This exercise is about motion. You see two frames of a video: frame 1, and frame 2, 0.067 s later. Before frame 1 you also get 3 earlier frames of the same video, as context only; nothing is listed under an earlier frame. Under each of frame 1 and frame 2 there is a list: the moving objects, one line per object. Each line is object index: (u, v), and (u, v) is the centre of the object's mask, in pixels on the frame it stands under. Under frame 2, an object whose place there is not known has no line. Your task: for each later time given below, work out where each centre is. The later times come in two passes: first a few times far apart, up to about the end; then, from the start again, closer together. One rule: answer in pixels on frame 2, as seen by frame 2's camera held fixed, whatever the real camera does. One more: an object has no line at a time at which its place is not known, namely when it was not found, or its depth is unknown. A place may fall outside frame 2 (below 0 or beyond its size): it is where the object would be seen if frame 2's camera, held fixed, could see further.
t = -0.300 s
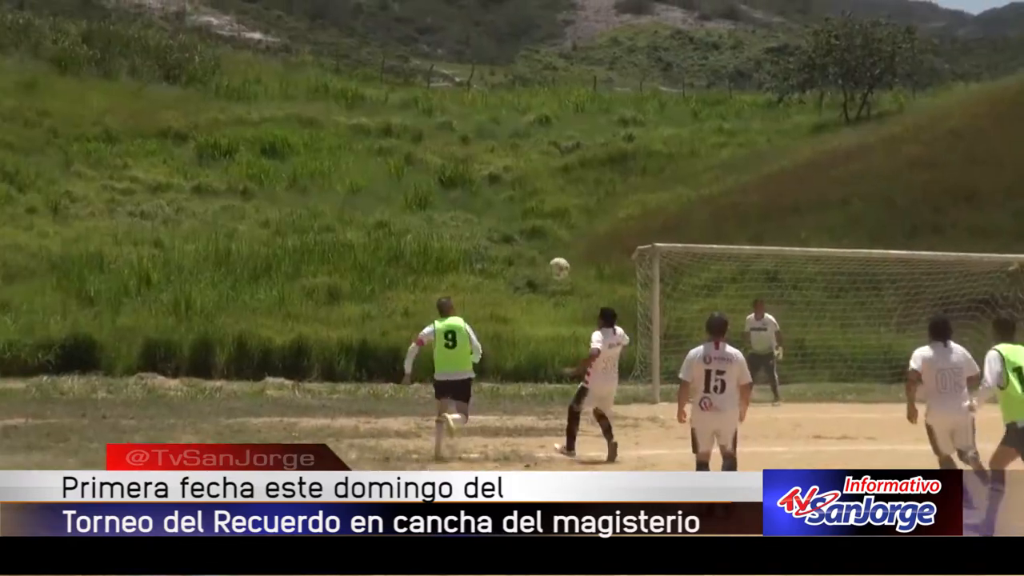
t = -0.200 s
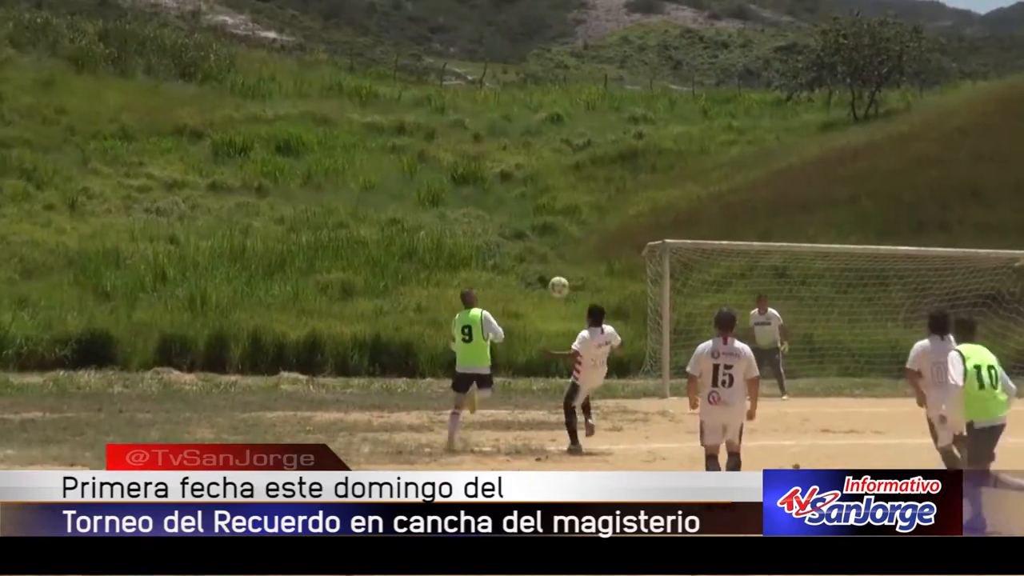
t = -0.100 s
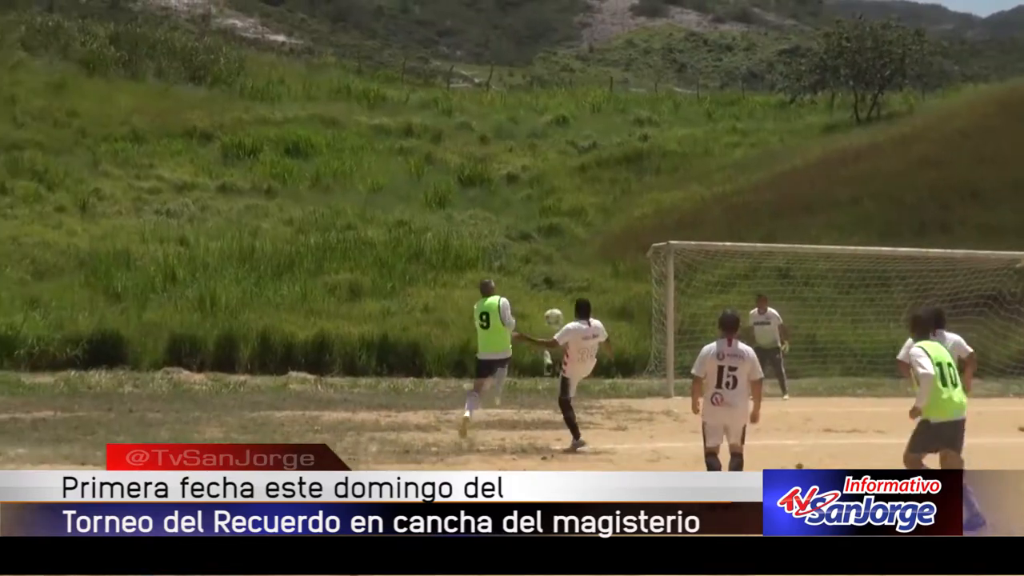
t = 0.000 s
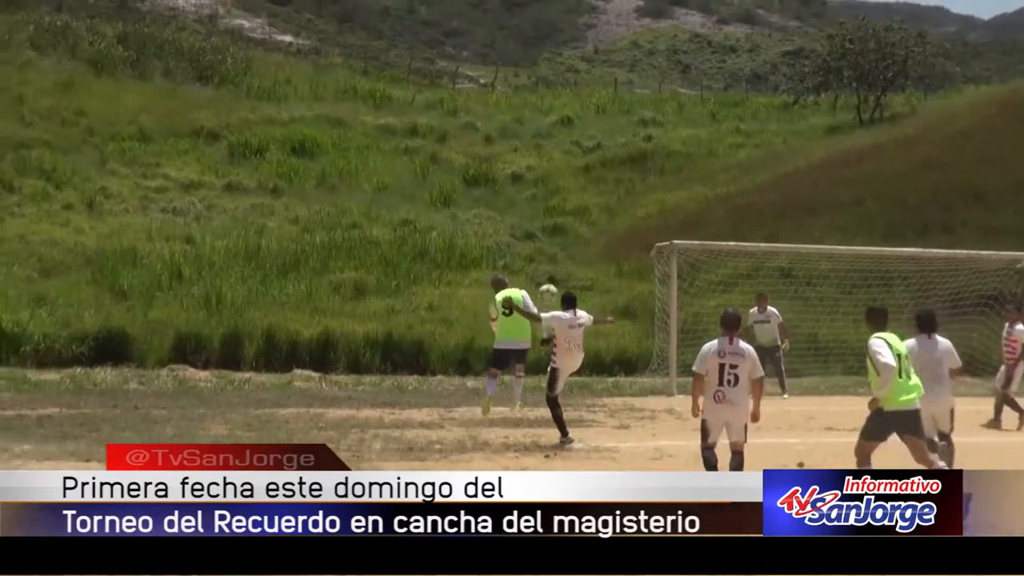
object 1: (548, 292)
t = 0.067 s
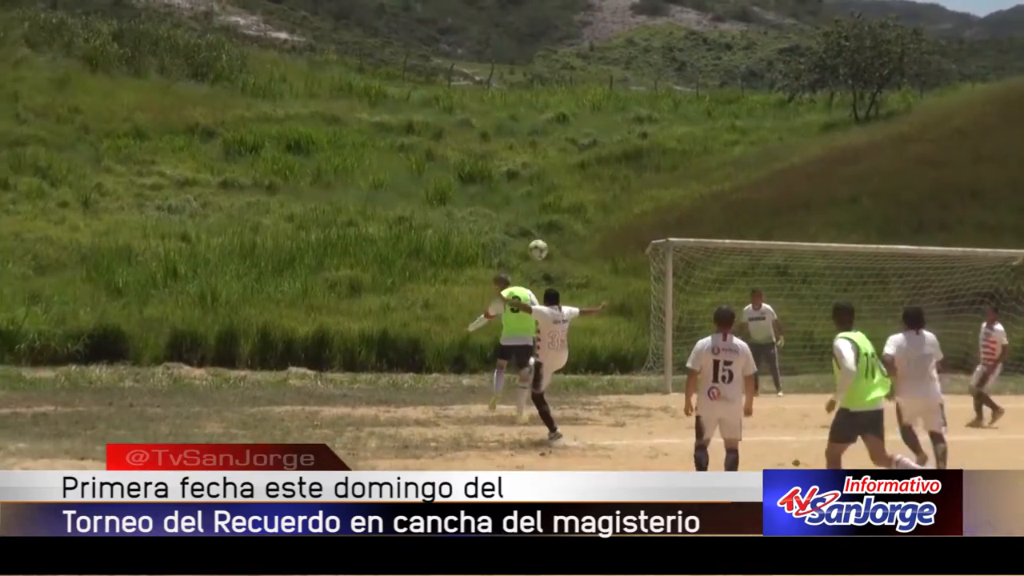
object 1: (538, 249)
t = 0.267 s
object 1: (521, 145)
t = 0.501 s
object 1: (501, 68)
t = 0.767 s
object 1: (478, 36)
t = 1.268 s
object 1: (435, 151)
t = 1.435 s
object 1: (419, 243)
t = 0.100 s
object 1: (535, 229)
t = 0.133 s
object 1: (533, 211)
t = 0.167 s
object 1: (530, 193)
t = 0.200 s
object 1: (527, 176)
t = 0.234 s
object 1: (524, 160)
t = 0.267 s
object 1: (521, 145)
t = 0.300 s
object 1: (518, 132)
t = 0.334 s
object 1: (515, 119)
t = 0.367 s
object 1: (513, 107)
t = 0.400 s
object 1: (509, 96)
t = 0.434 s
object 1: (507, 85)
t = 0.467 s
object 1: (505, 76)
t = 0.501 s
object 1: (501, 68)
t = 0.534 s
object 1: (499, 61)
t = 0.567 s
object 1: (496, 55)
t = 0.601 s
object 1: (493, 48)
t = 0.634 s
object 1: (490, 44)
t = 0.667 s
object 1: (487, 41)
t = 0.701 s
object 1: (484, 38)
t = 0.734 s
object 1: (481, 37)
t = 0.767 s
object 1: (478, 36)
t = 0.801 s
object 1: (475, 36)
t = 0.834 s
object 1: (473, 38)
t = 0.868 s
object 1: (470, 41)
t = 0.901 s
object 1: (467, 44)
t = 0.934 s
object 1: (464, 48)
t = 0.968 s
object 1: (461, 50)
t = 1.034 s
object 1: (455, 68)
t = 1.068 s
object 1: (453, 77)
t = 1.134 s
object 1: (447, 97)
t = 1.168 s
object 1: (444, 108)
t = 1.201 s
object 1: (441, 122)
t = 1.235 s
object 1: (438, 136)
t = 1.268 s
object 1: (435, 151)
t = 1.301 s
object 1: (432, 167)
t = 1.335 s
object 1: (429, 186)
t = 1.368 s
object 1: (426, 203)
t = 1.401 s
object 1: (423, 222)
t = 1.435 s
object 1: (419, 243)
